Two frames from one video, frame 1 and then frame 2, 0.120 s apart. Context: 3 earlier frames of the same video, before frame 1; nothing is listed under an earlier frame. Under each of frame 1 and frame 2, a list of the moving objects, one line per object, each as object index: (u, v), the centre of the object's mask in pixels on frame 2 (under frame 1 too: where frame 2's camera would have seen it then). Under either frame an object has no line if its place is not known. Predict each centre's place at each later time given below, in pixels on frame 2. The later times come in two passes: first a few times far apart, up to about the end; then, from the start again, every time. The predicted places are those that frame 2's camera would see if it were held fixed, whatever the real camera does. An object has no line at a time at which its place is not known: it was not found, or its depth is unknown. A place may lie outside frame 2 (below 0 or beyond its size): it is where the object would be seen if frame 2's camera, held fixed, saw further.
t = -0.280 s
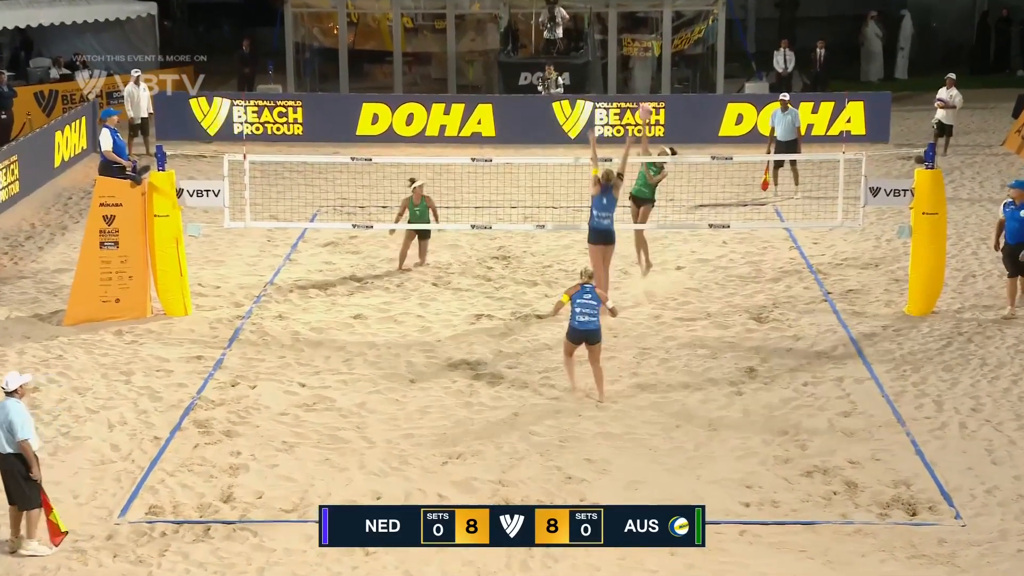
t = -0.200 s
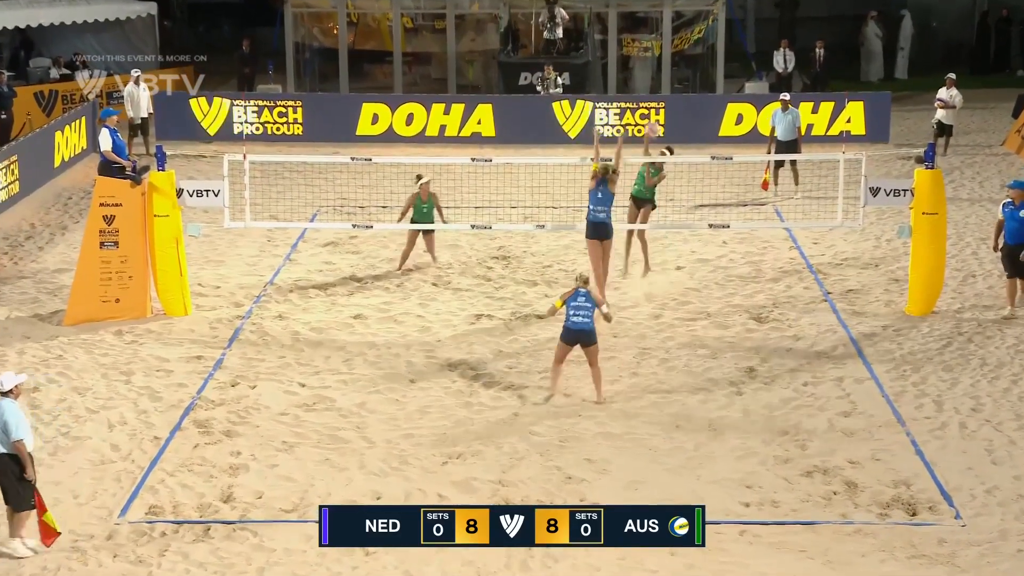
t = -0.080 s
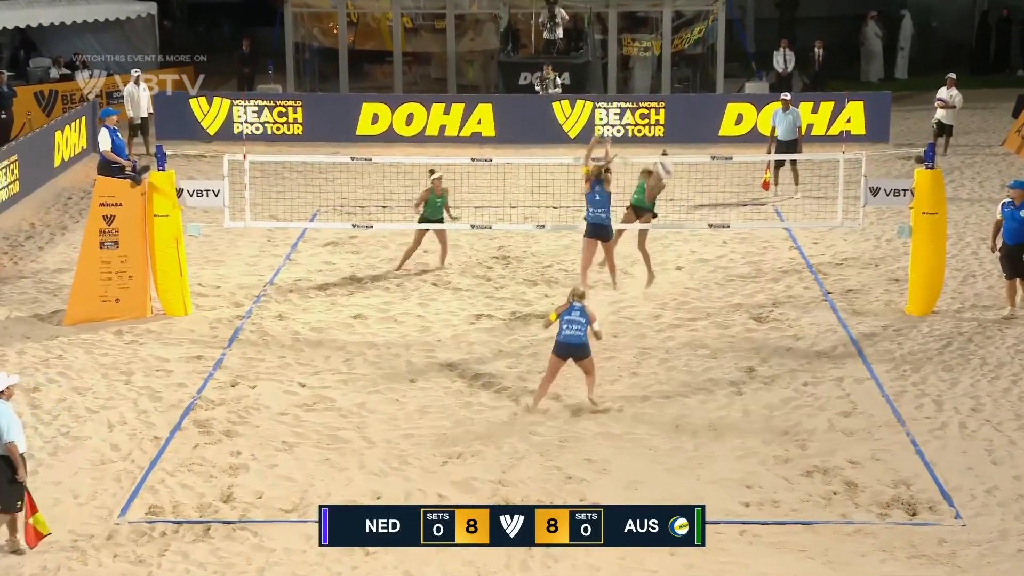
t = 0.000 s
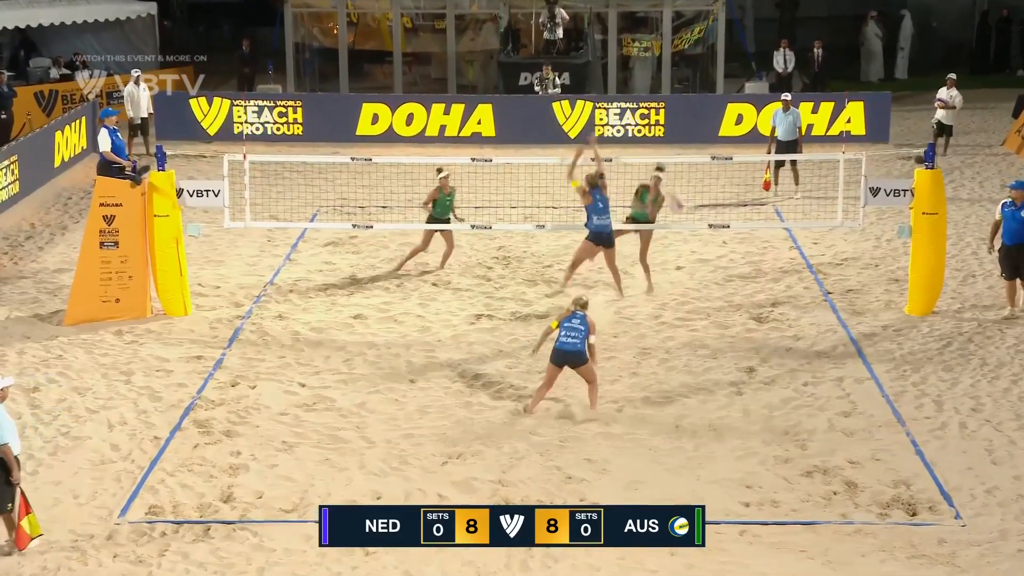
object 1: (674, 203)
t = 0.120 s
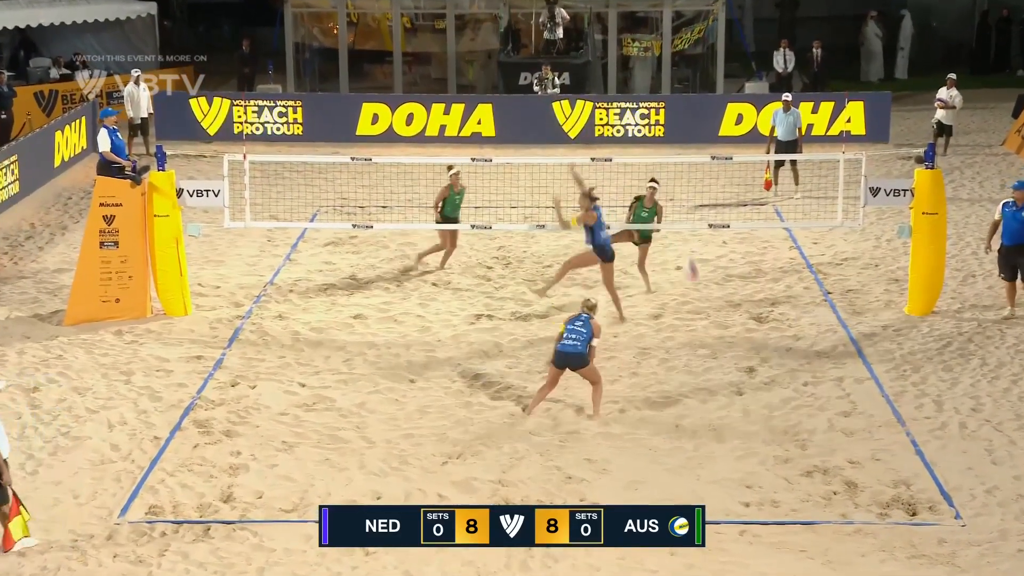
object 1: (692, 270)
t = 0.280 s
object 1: (722, 388)
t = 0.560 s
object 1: (776, 413)
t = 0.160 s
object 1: (699, 299)
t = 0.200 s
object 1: (706, 323)
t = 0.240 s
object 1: (712, 357)
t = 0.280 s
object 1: (722, 388)
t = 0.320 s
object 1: (727, 426)
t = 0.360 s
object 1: (735, 441)
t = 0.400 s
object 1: (743, 433)
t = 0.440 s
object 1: (751, 424)
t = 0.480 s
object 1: (760, 419)
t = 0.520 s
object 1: (767, 413)
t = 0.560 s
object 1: (776, 413)
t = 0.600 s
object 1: (786, 412)
